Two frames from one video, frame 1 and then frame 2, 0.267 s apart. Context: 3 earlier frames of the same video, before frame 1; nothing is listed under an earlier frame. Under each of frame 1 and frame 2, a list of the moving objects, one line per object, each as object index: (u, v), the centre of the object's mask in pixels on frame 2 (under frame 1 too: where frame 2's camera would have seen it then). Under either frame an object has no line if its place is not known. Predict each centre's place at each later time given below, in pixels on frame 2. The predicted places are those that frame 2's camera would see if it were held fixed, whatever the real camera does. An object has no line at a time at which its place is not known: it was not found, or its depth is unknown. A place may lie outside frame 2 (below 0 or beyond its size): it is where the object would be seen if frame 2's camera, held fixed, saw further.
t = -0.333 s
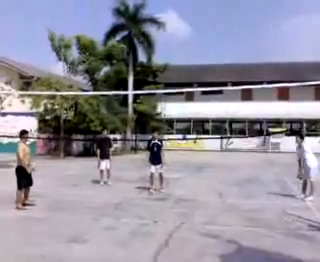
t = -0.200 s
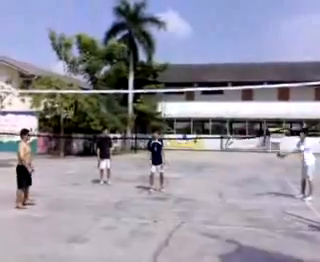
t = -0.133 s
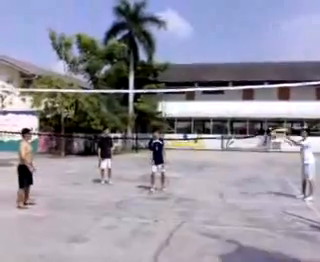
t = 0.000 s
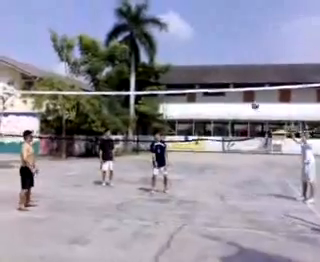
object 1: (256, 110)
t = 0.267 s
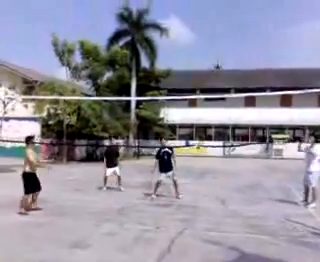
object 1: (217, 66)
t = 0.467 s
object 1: (187, 50)
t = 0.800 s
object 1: (136, 59)
